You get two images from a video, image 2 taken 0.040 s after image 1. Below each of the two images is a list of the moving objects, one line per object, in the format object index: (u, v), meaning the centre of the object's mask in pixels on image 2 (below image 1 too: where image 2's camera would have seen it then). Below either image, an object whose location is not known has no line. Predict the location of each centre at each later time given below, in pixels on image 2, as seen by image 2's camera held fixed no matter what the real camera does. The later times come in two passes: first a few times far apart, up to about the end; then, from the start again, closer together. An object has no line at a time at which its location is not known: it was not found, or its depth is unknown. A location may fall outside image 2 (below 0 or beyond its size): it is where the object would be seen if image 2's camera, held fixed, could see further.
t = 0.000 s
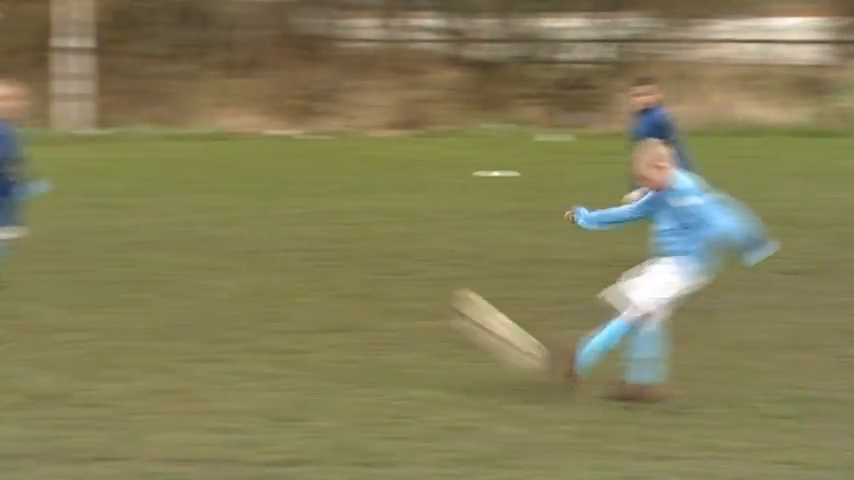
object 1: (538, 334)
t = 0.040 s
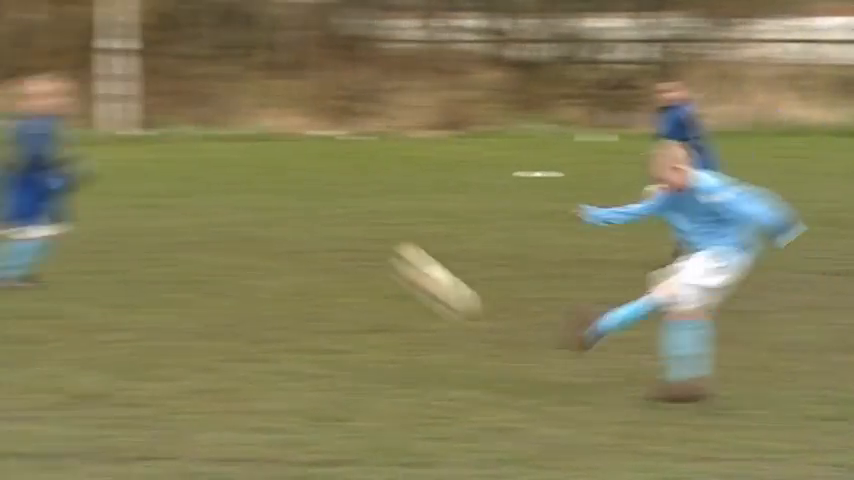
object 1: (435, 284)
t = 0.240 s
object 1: (-26, 109)
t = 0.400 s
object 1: (-369, 35)
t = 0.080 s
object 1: (337, 237)
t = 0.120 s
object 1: (241, 200)
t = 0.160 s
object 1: (150, 165)
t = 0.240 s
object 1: (-26, 109)
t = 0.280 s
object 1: (-114, 85)
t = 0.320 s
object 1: (-199, 65)
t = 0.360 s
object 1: (-282, 50)
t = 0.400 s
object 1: (-369, 35)
